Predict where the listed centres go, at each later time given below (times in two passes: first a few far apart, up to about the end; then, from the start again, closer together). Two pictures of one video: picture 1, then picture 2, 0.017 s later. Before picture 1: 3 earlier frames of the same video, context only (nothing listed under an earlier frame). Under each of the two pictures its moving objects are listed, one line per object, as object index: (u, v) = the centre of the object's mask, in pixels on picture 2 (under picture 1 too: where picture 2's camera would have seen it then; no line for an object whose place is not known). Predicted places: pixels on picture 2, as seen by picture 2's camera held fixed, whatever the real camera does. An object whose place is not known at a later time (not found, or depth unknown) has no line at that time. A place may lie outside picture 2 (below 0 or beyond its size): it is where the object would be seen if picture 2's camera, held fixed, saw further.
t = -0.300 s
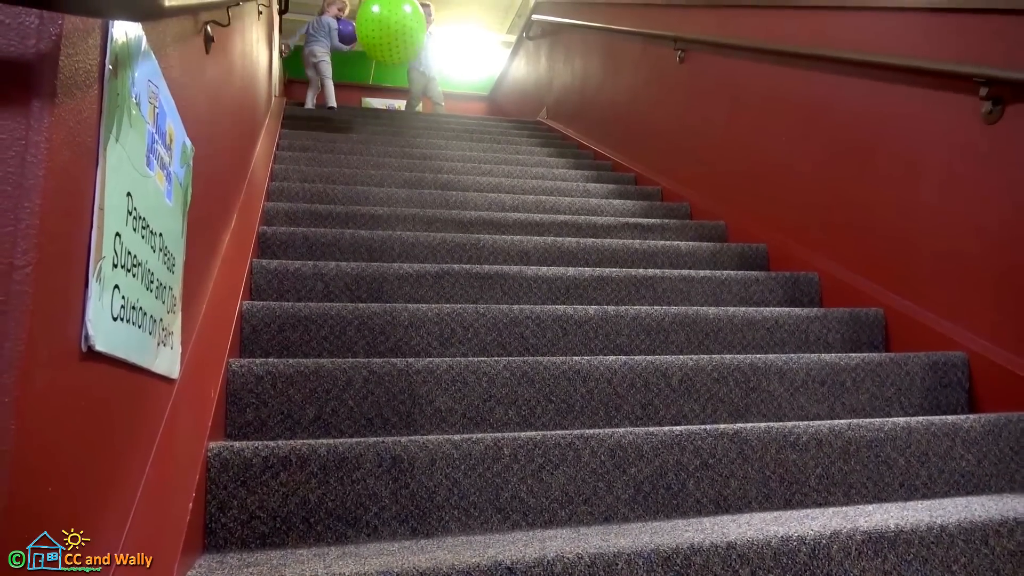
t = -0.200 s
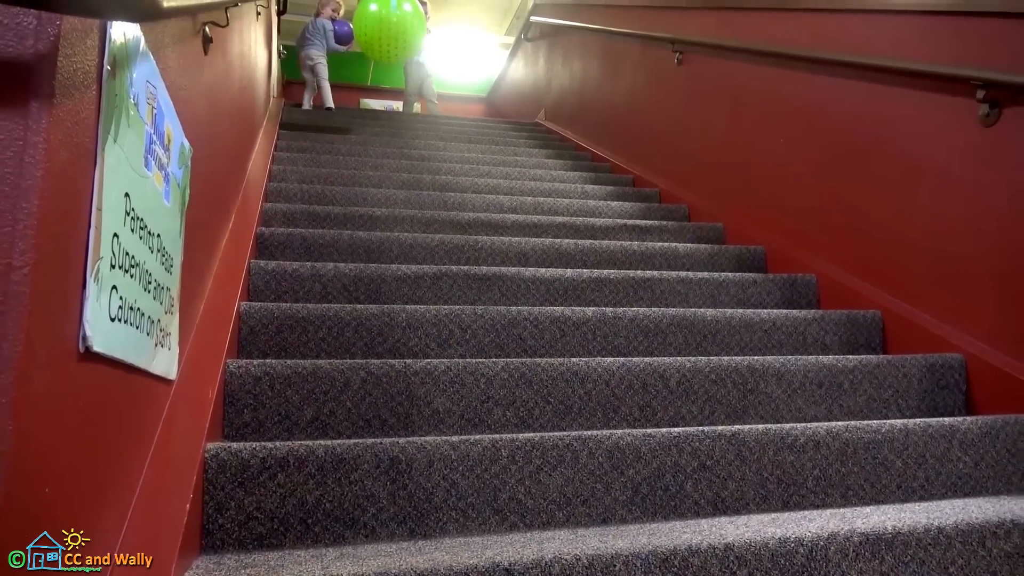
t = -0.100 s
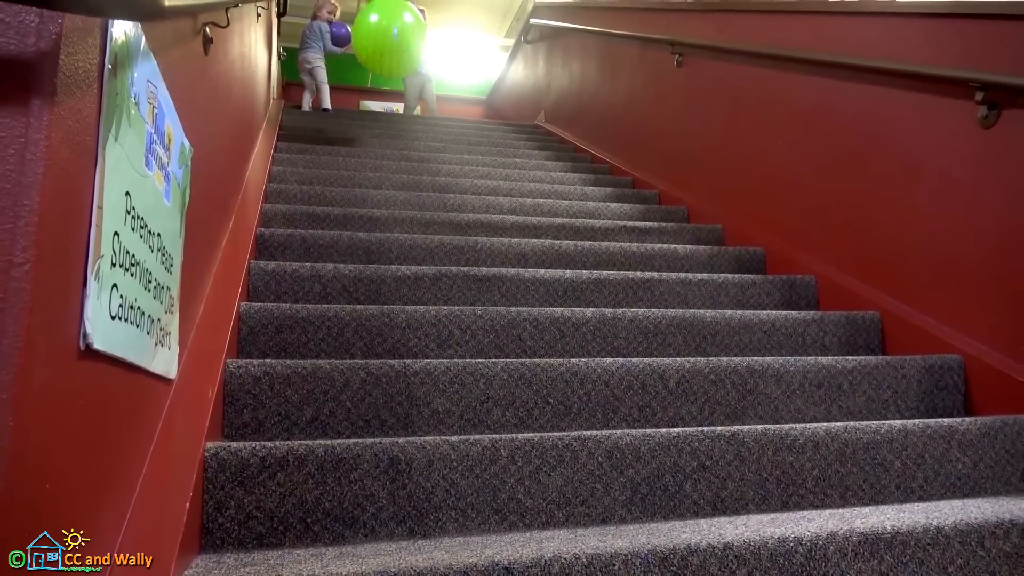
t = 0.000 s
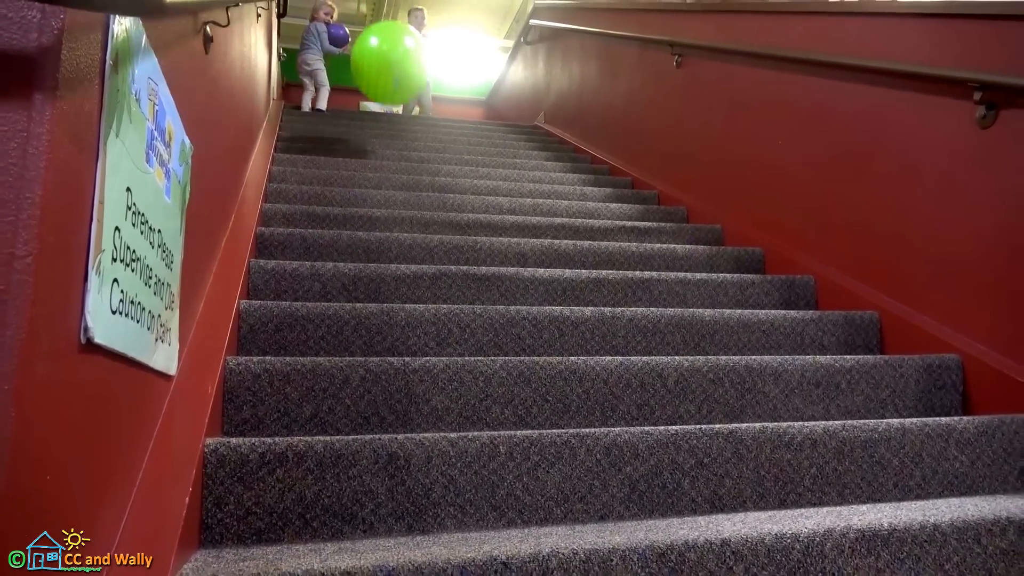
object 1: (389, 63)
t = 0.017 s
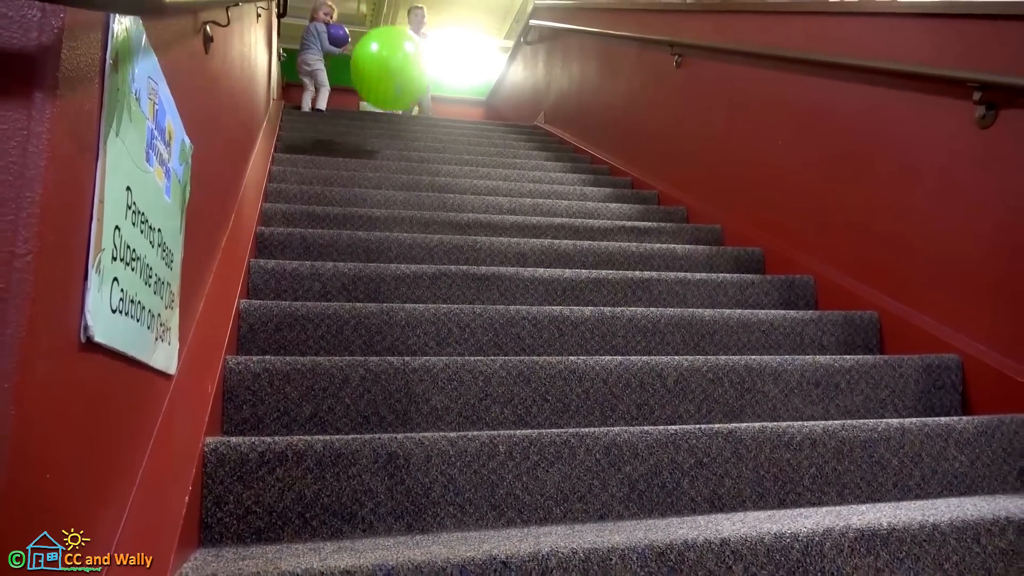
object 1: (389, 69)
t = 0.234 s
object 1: (394, 87)
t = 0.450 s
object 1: (405, 20)
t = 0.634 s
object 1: (421, 14)
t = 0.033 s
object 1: (390, 76)
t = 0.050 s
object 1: (390, 82)
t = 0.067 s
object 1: (391, 89)
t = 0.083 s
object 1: (391, 96)
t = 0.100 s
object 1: (391, 104)
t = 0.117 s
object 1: (392, 113)
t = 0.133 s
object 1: (392, 121)
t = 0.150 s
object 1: (392, 125)
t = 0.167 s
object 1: (393, 118)
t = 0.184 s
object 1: (394, 110)
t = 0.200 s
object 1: (394, 102)
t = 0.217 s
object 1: (394, 95)
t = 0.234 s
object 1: (394, 87)
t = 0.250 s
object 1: (394, 80)
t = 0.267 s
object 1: (395, 72)
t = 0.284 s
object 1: (396, 65)
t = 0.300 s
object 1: (397, 57)
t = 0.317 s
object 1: (397, 51)
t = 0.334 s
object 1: (398, 44)
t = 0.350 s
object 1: (399, 39)
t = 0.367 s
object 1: (400, 35)
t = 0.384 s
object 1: (402, 31)
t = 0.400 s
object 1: (403, 27)
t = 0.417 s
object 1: (404, 25)
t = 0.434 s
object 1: (404, 22)
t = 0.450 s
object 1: (405, 20)
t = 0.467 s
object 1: (407, 18)
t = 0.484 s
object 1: (408, 17)
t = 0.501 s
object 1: (409, 16)
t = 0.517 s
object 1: (410, 15)
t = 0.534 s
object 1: (412, 14)
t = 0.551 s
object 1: (413, 13)
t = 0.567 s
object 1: (414, 13)
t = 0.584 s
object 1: (415, 13)
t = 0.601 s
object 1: (417, 13)
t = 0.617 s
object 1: (419, 14)
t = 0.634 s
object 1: (421, 14)
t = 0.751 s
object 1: (433, 38)
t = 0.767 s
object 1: (434, 43)
